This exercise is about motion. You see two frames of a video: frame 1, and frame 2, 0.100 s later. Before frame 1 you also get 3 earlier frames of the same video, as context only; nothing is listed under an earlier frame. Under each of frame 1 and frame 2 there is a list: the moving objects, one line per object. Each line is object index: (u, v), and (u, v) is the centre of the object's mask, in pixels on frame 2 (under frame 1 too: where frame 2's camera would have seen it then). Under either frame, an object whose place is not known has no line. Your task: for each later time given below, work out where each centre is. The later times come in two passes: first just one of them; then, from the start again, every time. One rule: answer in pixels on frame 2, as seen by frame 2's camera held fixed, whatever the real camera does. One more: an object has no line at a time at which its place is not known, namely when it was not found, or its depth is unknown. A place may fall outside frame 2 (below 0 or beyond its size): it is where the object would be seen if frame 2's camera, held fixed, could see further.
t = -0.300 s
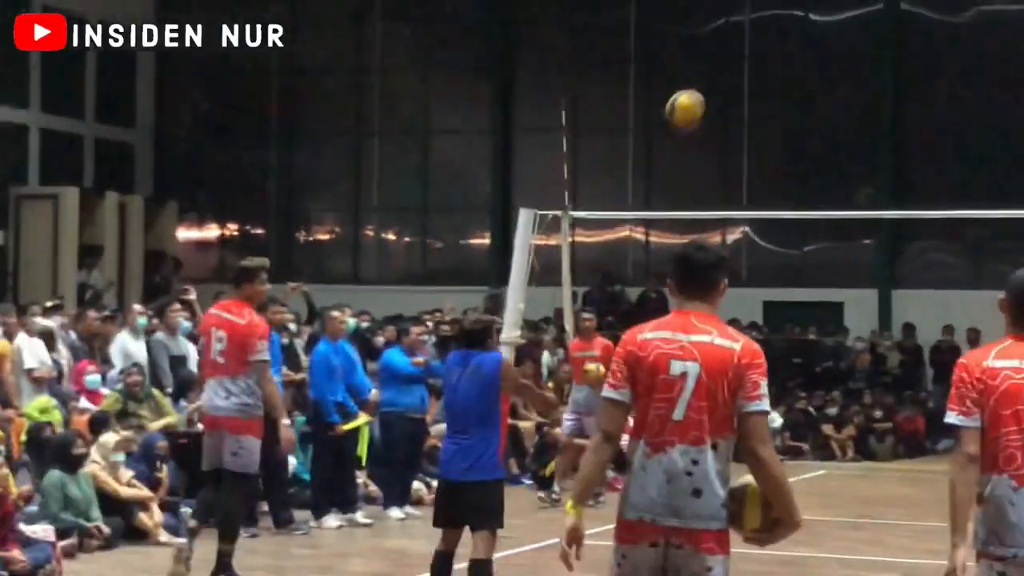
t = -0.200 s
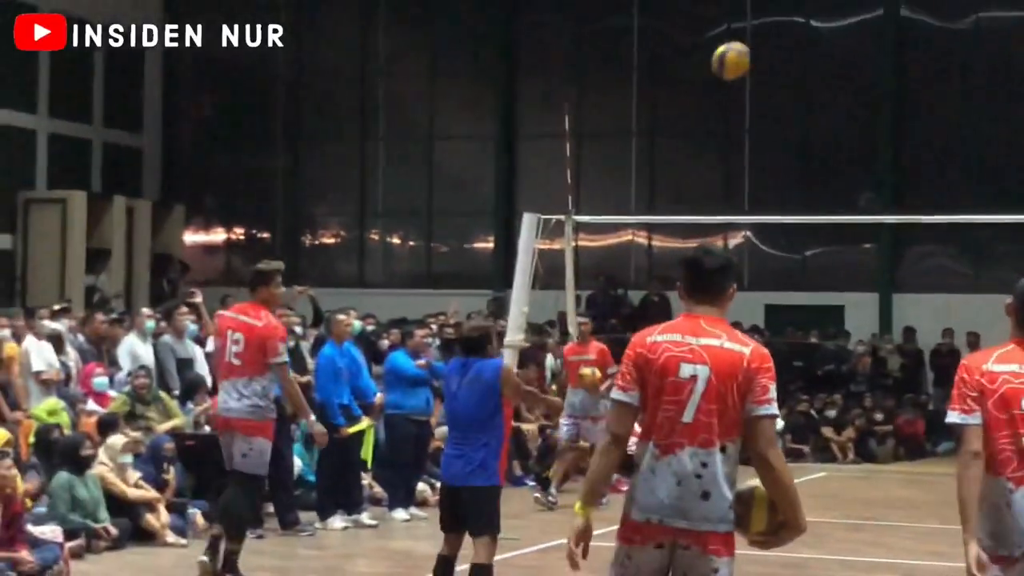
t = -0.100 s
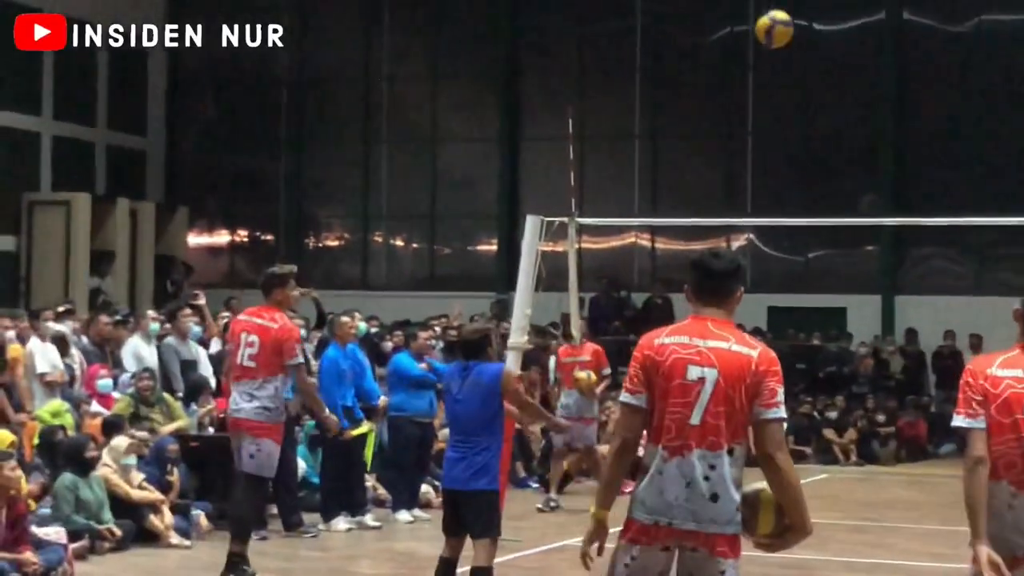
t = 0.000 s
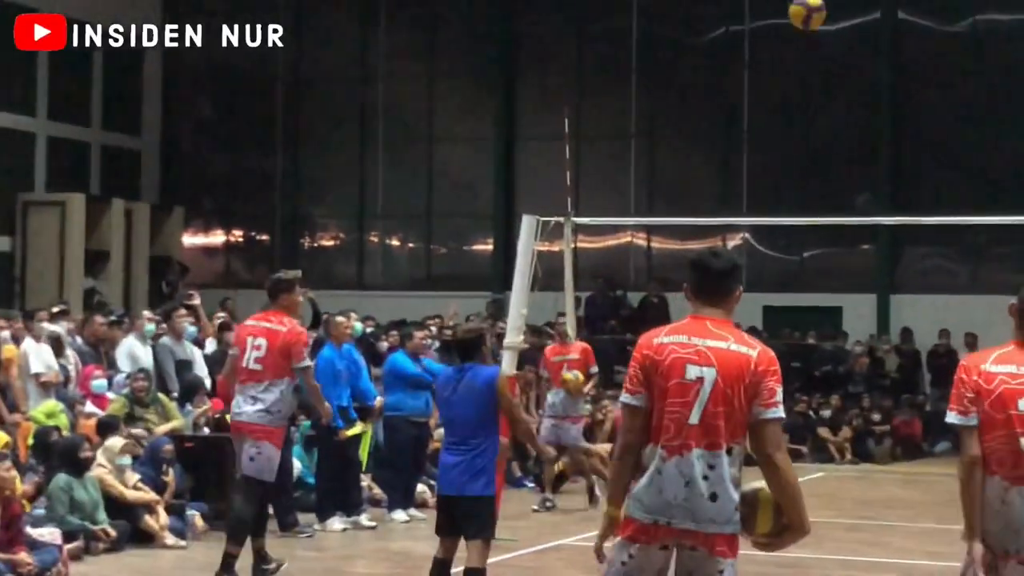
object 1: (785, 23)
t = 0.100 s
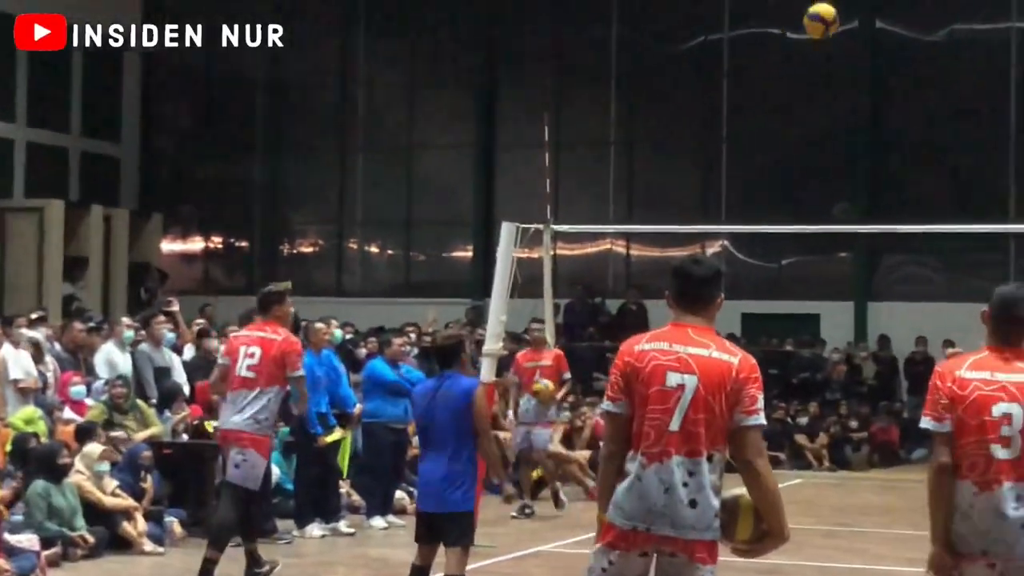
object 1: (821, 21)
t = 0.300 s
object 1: (886, 65)
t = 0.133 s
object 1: (832, 23)
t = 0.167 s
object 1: (843, 28)
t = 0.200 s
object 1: (854, 35)
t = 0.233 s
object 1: (864, 42)
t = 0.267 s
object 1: (875, 53)
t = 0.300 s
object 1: (886, 65)
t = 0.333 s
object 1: (897, 78)
